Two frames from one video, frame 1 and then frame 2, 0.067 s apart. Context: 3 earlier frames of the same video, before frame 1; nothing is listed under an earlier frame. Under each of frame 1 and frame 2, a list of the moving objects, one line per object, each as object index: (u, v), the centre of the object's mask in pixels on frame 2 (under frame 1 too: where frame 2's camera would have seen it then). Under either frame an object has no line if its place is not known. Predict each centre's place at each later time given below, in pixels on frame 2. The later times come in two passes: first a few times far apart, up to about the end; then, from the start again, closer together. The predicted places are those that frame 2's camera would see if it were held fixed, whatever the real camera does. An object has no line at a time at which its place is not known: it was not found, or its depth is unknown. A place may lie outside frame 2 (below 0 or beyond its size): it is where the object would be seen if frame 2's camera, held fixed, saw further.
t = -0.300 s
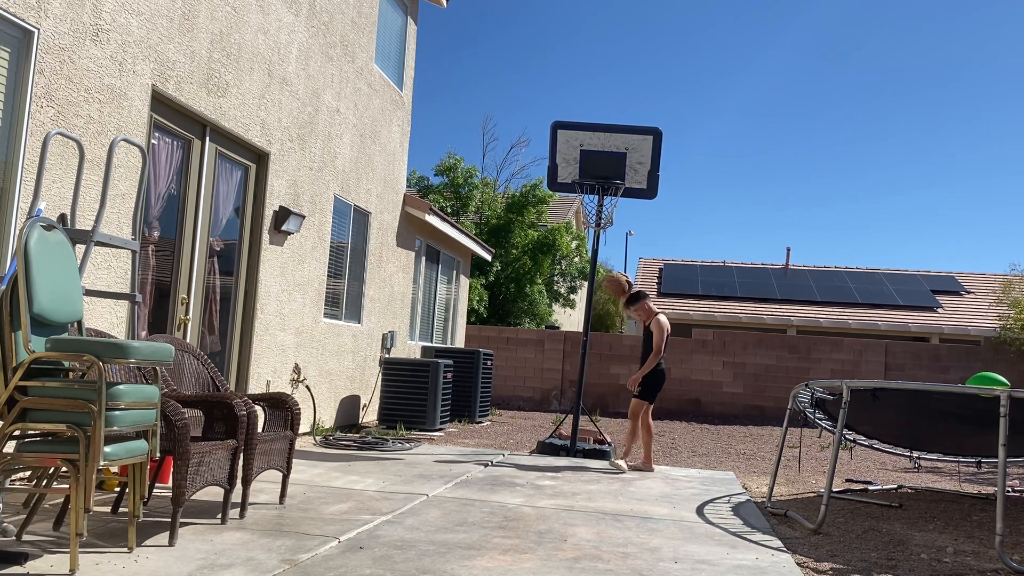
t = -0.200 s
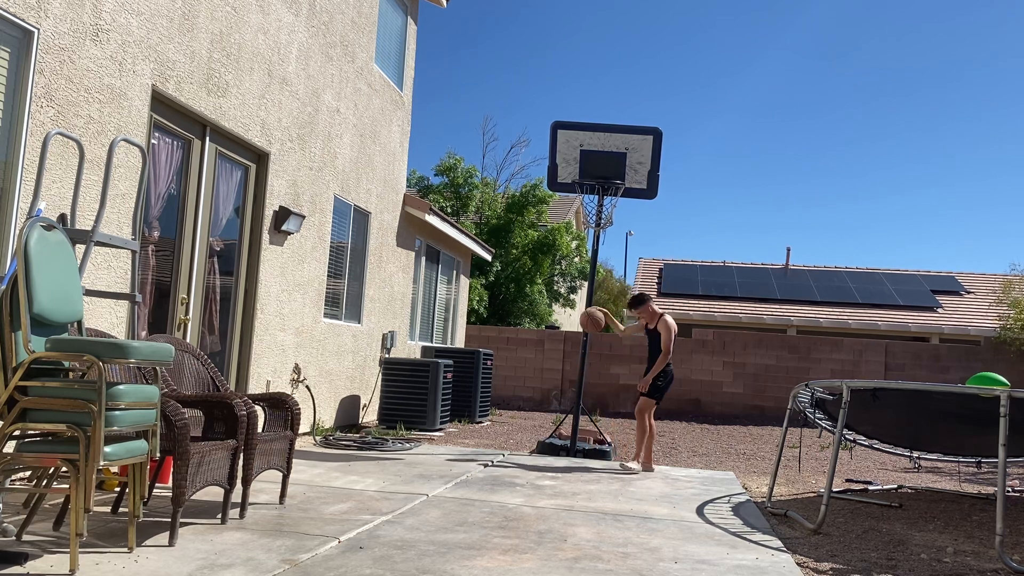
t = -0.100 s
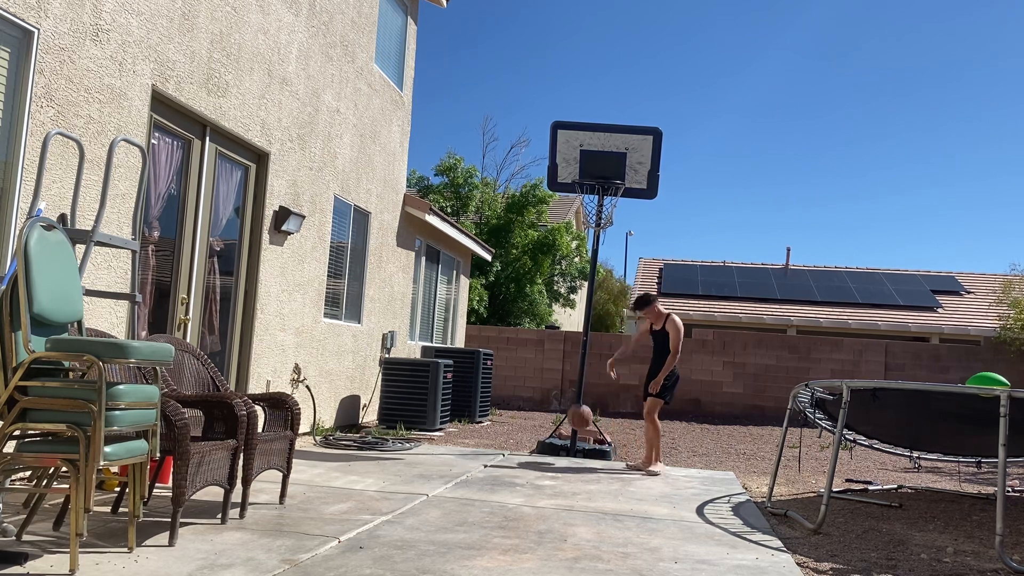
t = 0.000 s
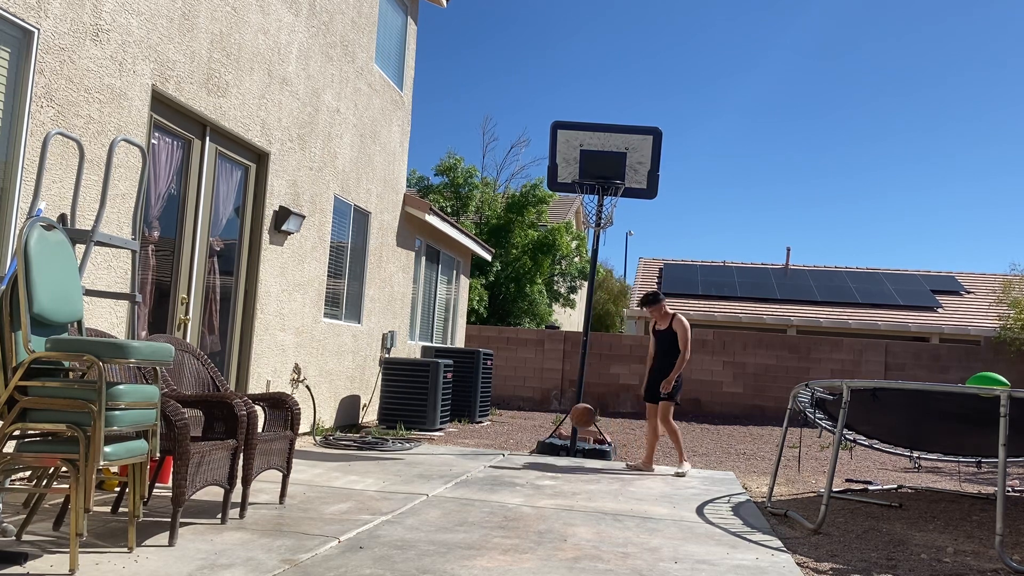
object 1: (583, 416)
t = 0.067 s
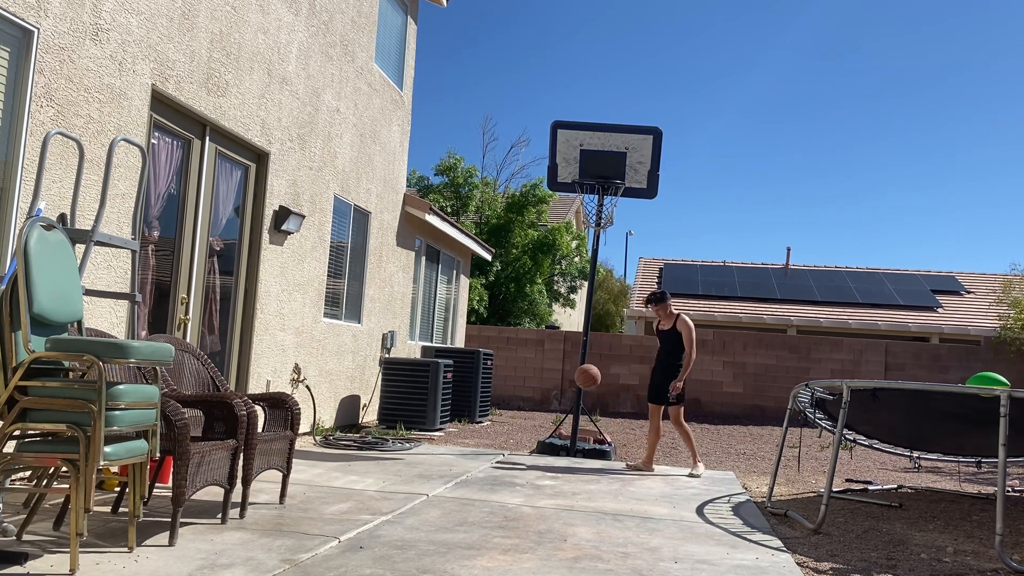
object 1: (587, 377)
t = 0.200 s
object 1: (597, 313)
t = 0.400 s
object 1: (608, 252)
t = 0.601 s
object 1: (616, 232)
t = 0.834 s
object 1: (623, 263)
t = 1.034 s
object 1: (626, 336)
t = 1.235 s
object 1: (627, 457)
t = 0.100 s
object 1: (590, 358)
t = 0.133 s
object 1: (592, 341)
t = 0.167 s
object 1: (595, 327)
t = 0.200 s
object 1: (597, 313)
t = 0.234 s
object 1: (599, 299)
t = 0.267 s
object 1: (601, 287)
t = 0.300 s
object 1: (602, 277)
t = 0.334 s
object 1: (604, 268)
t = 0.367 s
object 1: (606, 260)
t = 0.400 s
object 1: (608, 252)
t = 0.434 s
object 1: (610, 246)
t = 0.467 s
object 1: (611, 241)
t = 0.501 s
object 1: (612, 237)
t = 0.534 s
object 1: (614, 234)
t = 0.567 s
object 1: (615, 233)
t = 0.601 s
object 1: (616, 232)
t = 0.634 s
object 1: (618, 233)
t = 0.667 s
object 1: (619, 235)
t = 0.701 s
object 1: (619, 238)
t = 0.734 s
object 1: (620, 243)
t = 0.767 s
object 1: (621, 248)
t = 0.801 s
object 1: (622, 255)
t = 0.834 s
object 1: (623, 263)
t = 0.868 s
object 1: (623, 272)
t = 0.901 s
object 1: (624, 283)
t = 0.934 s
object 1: (625, 294)
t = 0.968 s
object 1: (625, 306)
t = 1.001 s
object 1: (625, 321)
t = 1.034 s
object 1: (626, 336)
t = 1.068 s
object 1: (623, 352)
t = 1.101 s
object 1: (626, 370)
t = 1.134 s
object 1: (626, 390)
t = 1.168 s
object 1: (626, 410)
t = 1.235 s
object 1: (627, 457)
